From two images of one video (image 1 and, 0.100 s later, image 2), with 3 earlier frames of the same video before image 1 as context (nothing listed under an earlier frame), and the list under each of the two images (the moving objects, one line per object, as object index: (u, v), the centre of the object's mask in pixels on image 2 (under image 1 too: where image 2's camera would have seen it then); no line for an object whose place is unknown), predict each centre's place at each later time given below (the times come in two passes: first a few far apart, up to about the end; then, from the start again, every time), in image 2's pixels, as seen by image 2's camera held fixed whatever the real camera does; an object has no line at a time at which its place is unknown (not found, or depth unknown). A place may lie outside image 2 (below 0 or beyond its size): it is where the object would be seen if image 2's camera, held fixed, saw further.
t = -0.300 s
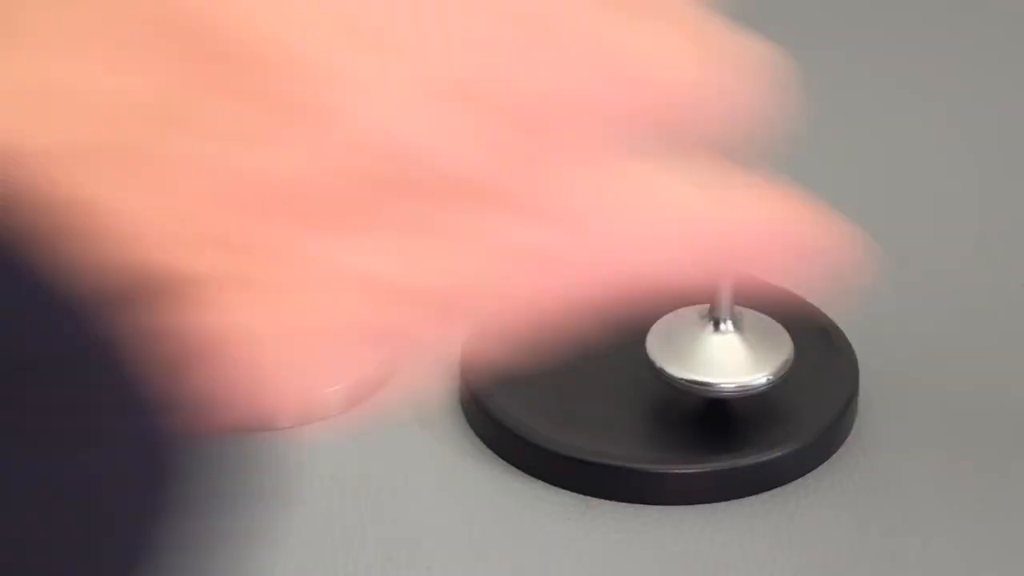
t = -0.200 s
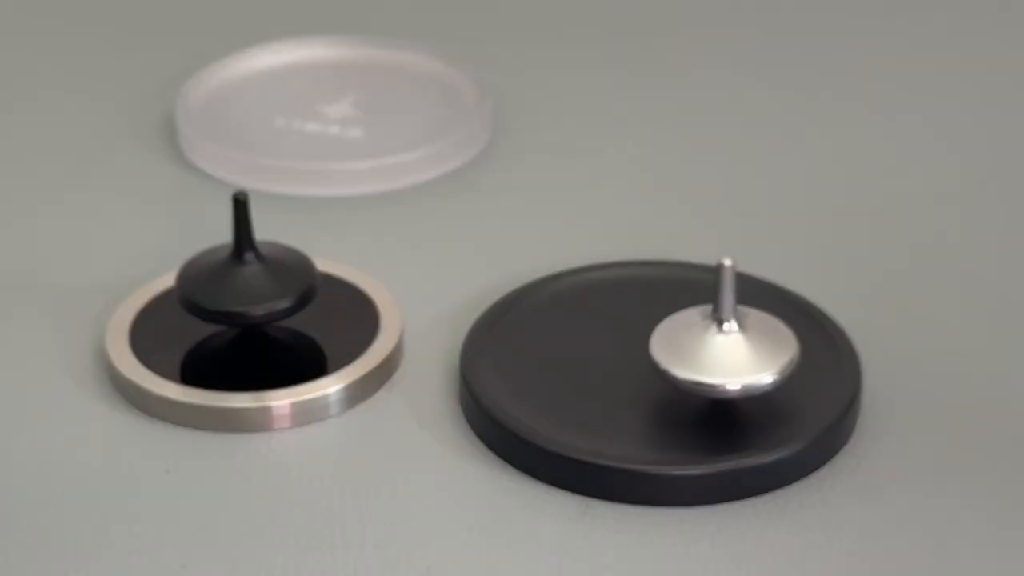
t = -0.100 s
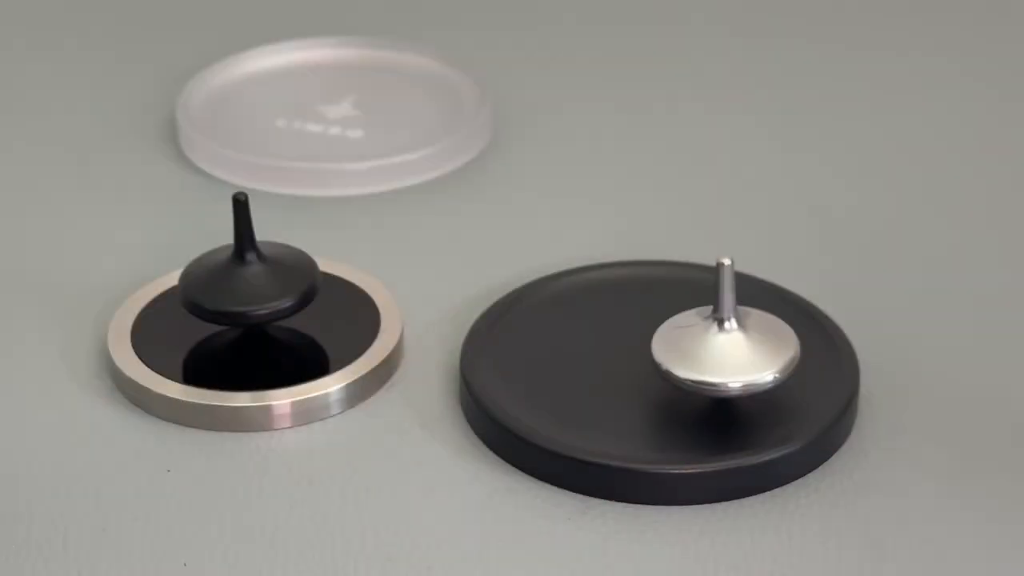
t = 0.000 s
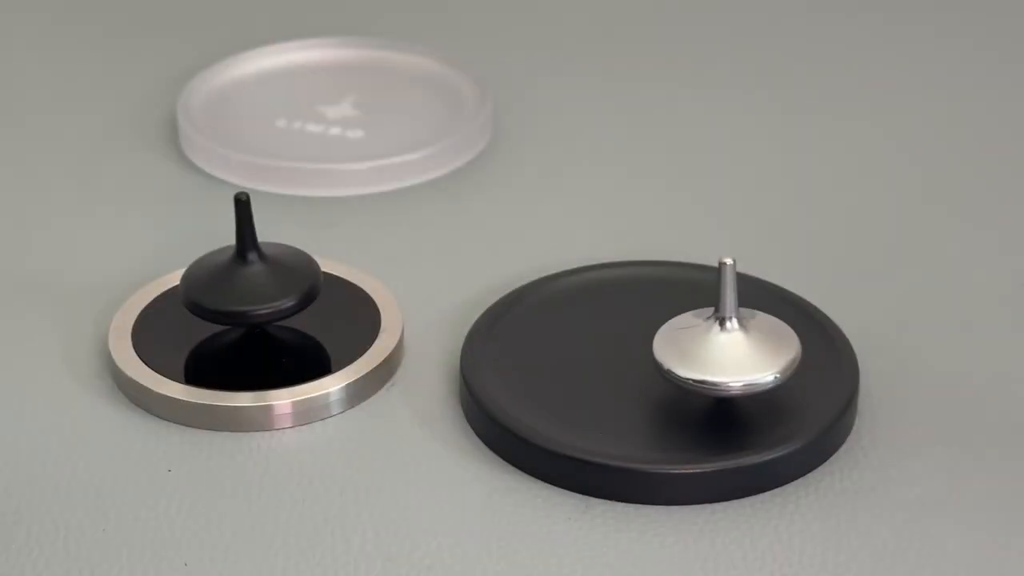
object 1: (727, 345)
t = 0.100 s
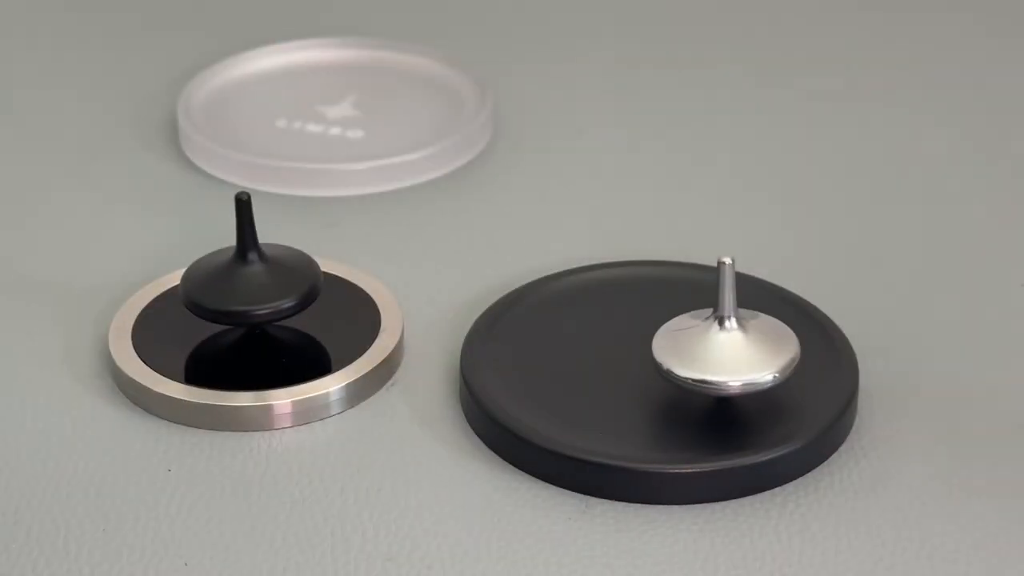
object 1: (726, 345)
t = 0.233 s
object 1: (726, 346)
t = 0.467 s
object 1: (722, 344)
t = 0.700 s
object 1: (726, 343)
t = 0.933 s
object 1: (729, 341)
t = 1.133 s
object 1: (731, 342)
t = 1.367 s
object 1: (732, 342)
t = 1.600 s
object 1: (733, 341)
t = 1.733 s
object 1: (735, 341)
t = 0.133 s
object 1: (727, 346)
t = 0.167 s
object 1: (726, 345)
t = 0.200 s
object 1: (725, 345)
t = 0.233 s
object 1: (726, 346)
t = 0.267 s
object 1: (725, 345)
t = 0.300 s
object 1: (723, 345)
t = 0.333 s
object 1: (723, 345)
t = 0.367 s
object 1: (723, 344)
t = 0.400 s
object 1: (723, 345)
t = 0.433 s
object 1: (723, 344)
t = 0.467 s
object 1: (722, 344)
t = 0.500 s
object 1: (723, 344)
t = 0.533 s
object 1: (723, 343)
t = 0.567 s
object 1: (723, 343)
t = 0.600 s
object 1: (725, 343)
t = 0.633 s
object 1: (725, 343)
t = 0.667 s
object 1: (725, 342)
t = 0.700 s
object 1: (726, 343)
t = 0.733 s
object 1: (727, 342)
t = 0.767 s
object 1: (727, 342)
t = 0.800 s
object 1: (728, 343)
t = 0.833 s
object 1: (727, 341)
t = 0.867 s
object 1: (728, 341)
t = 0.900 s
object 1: (729, 342)
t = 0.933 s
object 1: (729, 341)
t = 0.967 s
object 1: (730, 342)
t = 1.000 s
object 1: (731, 342)
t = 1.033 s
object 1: (730, 341)
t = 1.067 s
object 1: (731, 343)
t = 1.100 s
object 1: (731, 342)
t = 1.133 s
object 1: (731, 342)
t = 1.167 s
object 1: (732, 343)
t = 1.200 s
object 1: (733, 343)
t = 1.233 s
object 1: (732, 342)
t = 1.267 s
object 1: (732, 343)
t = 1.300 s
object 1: (732, 342)
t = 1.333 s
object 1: (731, 342)
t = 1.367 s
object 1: (732, 342)
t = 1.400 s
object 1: (732, 342)
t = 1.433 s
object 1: (732, 342)
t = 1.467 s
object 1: (733, 343)
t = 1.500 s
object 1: (733, 342)
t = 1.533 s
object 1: (732, 343)
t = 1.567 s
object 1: (733, 342)
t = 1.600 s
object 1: (733, 341)
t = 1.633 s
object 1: (733, 342)
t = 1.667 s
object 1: (734, 341)
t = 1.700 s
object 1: (734, 341)
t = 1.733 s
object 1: (735, 341)
